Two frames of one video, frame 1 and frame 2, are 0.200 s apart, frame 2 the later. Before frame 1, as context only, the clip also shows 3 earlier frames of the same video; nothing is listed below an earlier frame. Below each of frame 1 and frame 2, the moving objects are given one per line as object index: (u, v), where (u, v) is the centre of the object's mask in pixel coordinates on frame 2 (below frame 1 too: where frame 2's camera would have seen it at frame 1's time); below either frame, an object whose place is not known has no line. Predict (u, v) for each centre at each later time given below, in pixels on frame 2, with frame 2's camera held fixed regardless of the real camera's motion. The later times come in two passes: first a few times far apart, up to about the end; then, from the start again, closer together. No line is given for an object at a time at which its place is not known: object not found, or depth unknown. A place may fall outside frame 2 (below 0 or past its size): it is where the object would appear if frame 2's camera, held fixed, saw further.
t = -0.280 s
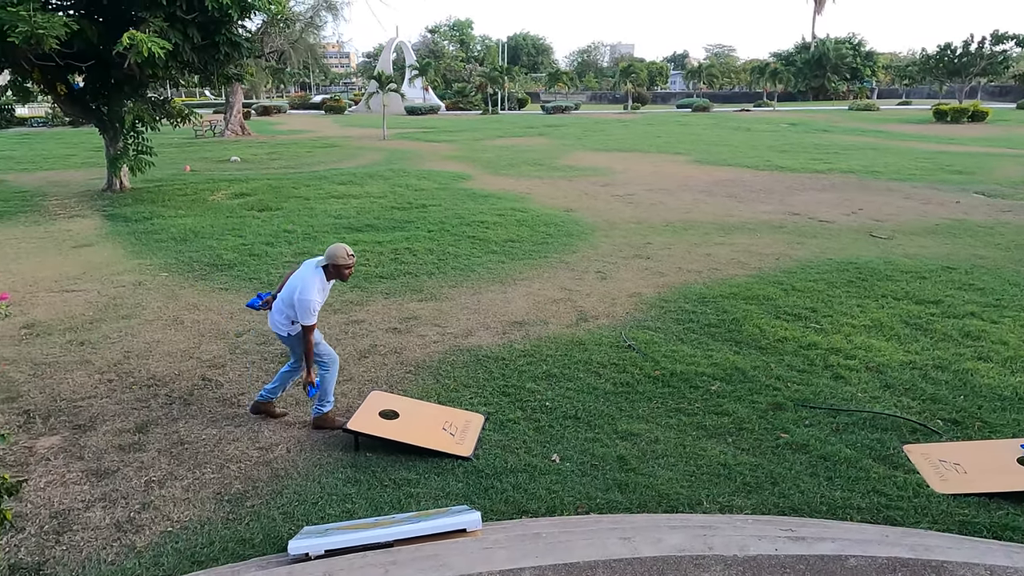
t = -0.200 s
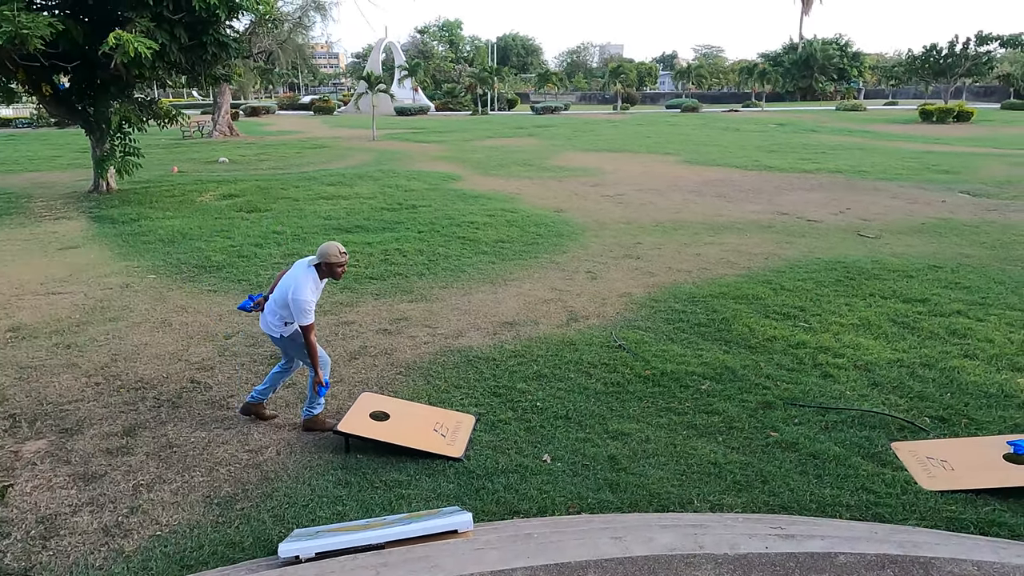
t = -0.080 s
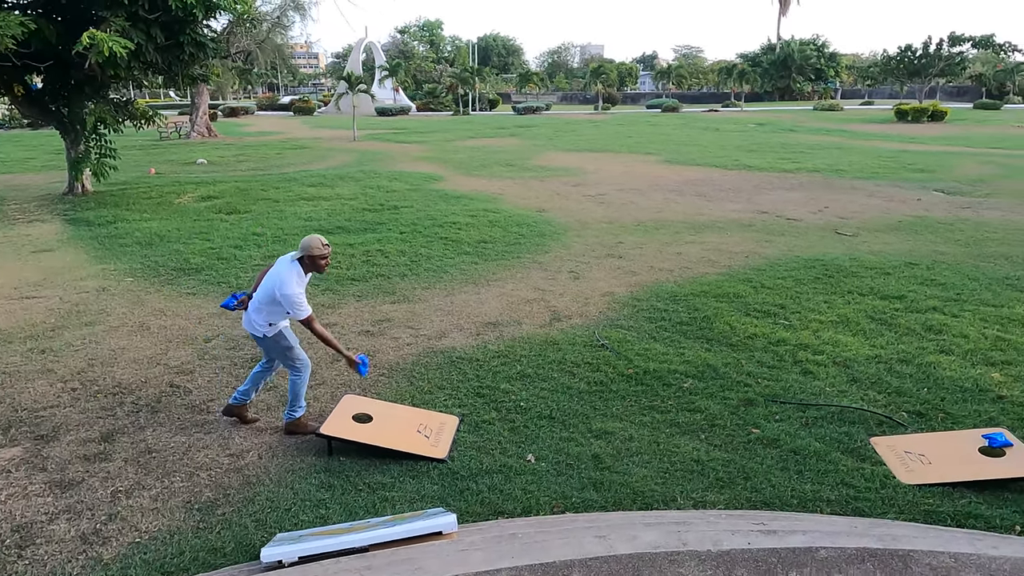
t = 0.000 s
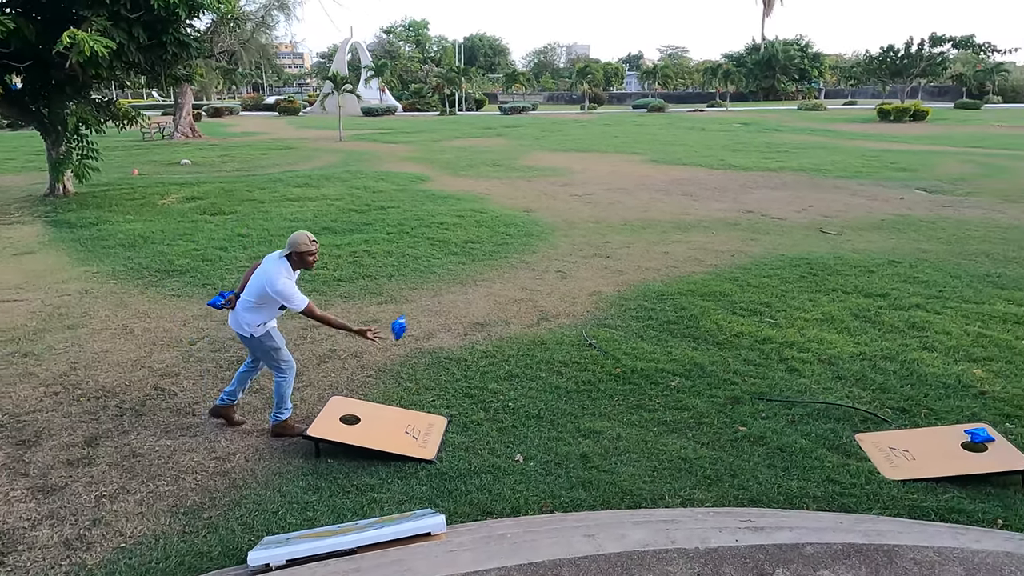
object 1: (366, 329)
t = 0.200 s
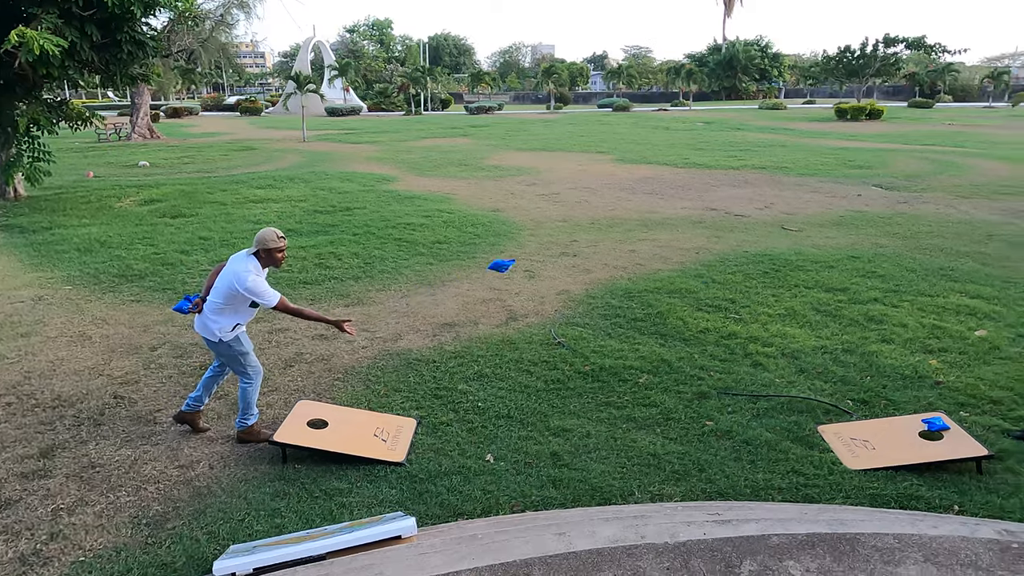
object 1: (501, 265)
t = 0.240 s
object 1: (528, 258)
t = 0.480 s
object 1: (684, 265)
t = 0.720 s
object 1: (832, 348)
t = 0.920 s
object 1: (936, 428)
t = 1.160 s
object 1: (936, 425)
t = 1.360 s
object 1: (937, 425)
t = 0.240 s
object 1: (528, 258)
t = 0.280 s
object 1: (555, 253)
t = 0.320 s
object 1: (581, 251)
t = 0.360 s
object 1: (608, 251)
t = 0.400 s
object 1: (633, 253)
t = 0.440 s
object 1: (659, 258)
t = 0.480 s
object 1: (684, 265)
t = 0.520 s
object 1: (709, 273)
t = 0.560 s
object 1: (734, 284)
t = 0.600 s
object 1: (758, 297)
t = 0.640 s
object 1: (783, 311)
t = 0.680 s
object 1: (808, 329)
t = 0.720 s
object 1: (832, 348)
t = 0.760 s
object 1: (857, 369)
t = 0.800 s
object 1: (881, 391)
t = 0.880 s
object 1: (930, 427)
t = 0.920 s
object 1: (936, 428)
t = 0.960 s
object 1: (937, 426)
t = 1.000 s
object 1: (936, 425)
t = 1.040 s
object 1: (936, 425)
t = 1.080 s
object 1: (936, 425)
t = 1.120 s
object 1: (937, 425)
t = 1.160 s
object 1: (936, 425)
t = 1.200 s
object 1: (937, 425)
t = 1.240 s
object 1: (936, 425)
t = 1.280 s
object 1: (937, 425)
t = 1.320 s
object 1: (937, 424)
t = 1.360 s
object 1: (937, 425)
